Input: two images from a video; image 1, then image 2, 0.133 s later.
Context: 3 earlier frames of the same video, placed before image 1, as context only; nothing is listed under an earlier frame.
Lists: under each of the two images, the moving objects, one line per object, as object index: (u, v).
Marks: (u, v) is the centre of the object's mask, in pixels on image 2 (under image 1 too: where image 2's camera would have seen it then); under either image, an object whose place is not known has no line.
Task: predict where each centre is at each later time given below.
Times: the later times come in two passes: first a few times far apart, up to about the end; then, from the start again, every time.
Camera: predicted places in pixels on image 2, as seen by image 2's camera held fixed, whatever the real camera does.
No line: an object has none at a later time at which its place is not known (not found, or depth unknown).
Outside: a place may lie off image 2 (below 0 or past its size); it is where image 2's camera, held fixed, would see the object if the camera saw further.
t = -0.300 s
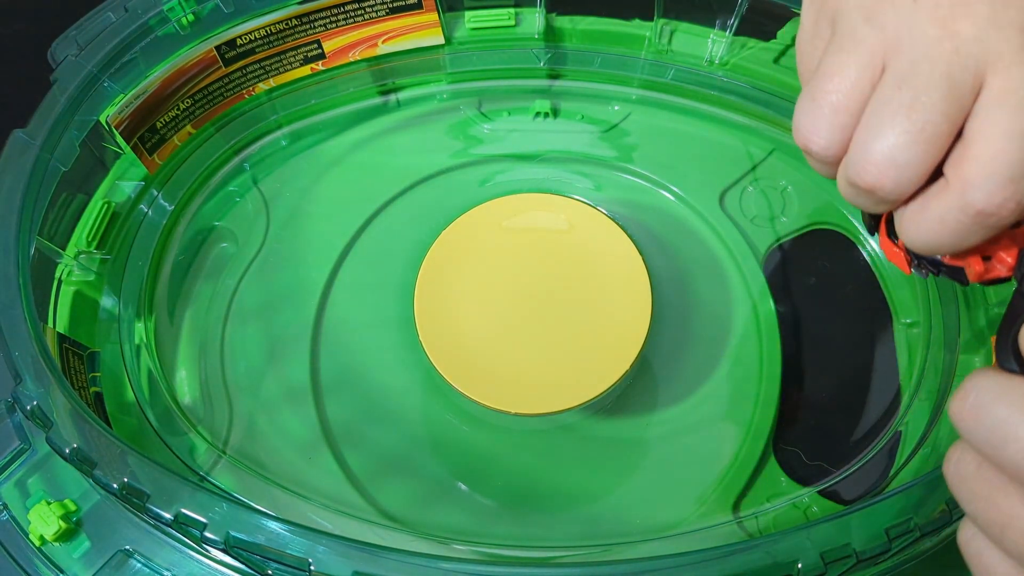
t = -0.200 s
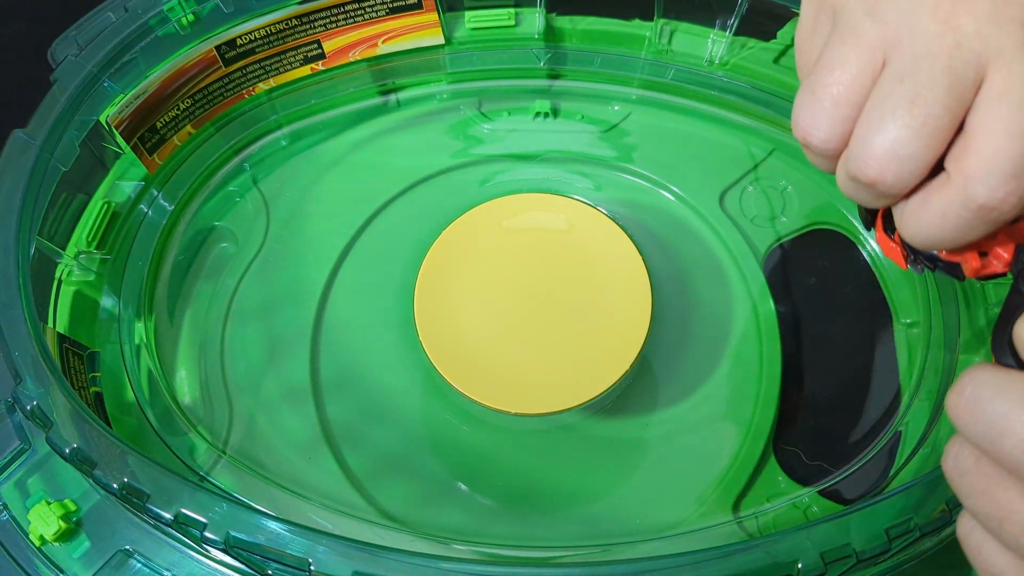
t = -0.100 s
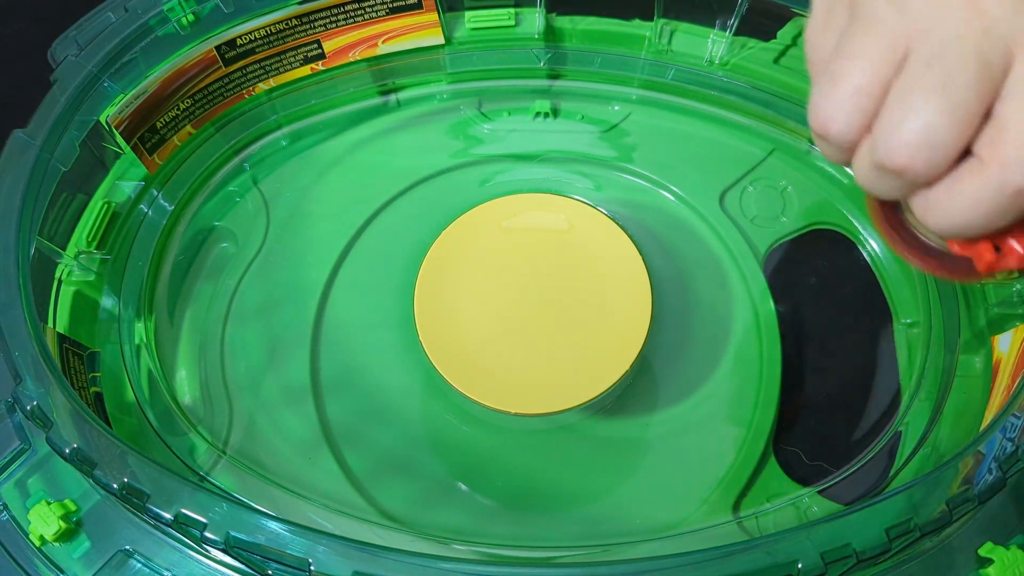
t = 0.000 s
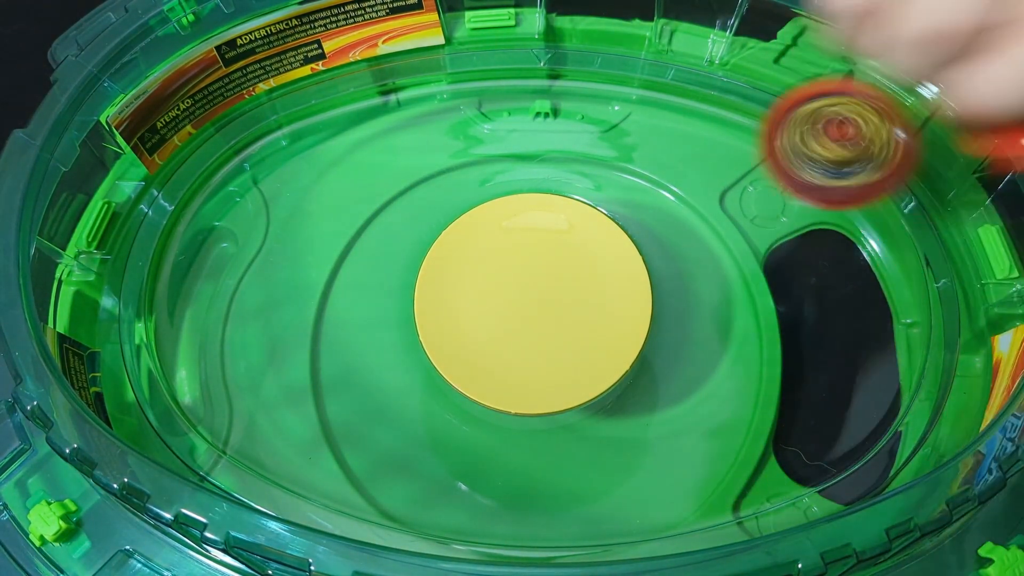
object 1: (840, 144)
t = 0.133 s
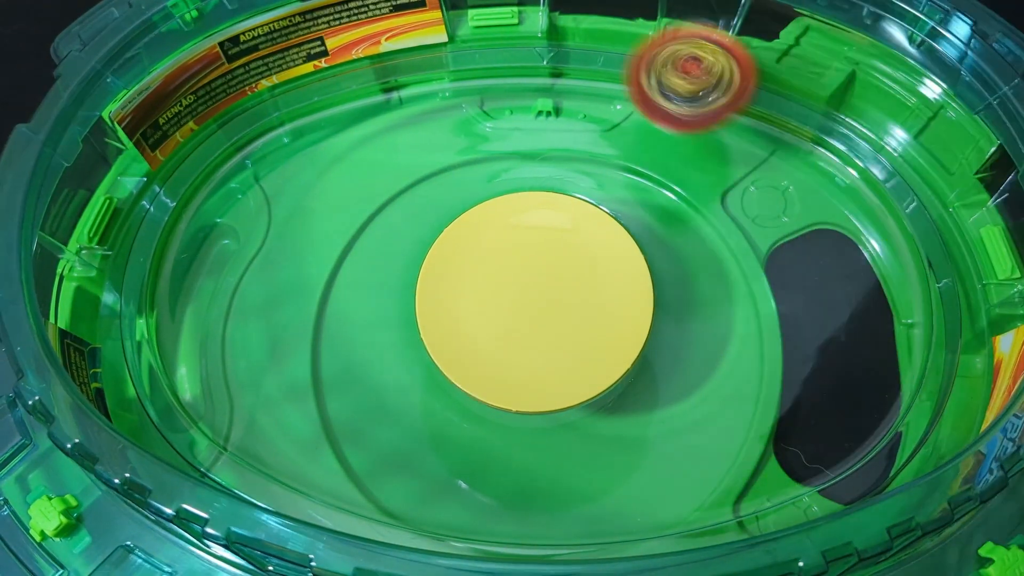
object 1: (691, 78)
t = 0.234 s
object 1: (578, 77)
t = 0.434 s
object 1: (308, 220)
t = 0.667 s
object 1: (227, 410)
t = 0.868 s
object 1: (418, 457)
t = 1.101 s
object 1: (727, 347)
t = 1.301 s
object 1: (768, 156)
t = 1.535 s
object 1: (566, 81)
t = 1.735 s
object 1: (296, 179)
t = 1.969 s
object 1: (158, 341)
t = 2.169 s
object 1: (261, 429)
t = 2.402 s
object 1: (543, 418)
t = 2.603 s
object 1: (752, 234)
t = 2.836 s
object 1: (709, 89)
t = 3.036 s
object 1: (521, 94)
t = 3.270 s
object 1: (288, 202)
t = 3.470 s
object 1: (272, 353)
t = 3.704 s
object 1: (499, 449)
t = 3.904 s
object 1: (776, 321)
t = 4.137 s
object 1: (822, 127)
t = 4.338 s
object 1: (700, 84)
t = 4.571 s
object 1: (500, 102)
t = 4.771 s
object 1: (332, 227)
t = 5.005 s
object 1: (365, 412)
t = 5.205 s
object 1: (597, 450)
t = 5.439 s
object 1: (814, 299)
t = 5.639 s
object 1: (801, 156)
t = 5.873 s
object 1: (668, 75)
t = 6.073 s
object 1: (495, 90)
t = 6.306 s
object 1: (313, 226)
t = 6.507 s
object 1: (330, 382)
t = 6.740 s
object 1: (556, 442)
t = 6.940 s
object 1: (734, 326)
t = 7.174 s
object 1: (735, 177)
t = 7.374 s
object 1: (602, 100)
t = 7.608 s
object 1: (382, 157)
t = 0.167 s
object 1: (656, 67)
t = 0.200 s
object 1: (618, 67)
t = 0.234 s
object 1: (578, 77)
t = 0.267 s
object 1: (538, 89)
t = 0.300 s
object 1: (494, 108)
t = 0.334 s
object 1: (450, 130)
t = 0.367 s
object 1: (402, 156)
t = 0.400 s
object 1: (356, 187)
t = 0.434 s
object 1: (308, 220)
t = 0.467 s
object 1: (264, 257)
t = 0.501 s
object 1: (221, 296)
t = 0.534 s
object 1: (184, 338)
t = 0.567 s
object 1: (163, 369)
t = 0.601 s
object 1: (178, 382)
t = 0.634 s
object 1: (202, 402)
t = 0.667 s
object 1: (227, 410)
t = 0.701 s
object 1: (253, 419)
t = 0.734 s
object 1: (281, 429)
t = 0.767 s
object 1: (310, 438)
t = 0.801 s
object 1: (343, 446)
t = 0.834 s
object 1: (378, 453)
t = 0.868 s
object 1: (418, 457)
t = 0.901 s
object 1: (461, 457)
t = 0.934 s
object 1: (508, 452)
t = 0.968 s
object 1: (558, 442)
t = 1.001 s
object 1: (609, 427)
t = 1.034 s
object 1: (655, 406)
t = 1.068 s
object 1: (696, 378)
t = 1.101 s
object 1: (727, 347)
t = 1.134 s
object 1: (752, 315)
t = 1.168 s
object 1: (770, 283)
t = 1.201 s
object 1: (780, 250)
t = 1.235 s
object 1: (783, 218)
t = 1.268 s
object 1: (778, 186)
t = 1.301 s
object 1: (768, 156)
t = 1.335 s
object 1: (753, 130)
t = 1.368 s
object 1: (733, 106)
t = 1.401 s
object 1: (709, 86)
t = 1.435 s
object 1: (679, 72)
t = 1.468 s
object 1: (645, 72)
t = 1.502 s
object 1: (607, 75)
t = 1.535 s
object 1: (566, 81)
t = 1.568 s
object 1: (524, 91)
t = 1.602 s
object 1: (478, 106)
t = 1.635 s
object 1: (430, 121)
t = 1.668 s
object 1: (382, 139)
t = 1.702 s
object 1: (337, 158)
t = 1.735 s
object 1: (296, 179)
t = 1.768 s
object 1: (258, 202)
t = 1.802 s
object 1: (226, 225)
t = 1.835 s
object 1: (198, 249)
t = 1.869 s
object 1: (177, 273)
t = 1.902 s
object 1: (157, 298)
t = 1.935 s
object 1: (148, 320)
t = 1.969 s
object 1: (158, 341)
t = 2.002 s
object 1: (169, 359)
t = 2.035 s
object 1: (181, 377)
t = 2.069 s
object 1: (196, 393)
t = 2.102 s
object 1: (215, 407)
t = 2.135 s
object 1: (237, 419)
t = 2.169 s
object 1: (261, 429)
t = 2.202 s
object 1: (290, 438)
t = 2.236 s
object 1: (323, 444)
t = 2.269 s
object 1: (359, 446)
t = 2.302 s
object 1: (400, 445)
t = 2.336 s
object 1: (445, 441)
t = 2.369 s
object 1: (493, 431)
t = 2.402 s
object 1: (543, 418)
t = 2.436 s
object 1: (594, 398)
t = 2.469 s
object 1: (639, 371)
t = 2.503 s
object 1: (677, 339)
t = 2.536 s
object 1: (709, 304)
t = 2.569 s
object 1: (733, 269)
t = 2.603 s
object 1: (752, 234)
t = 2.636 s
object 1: (764, 203)
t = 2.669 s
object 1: (770, 168)
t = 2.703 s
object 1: (769, 140)
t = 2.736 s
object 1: (764, 112)
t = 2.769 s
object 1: (754, 91)
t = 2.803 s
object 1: (733, 90)
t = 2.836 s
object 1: (709, 89)
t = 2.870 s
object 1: (683, 87)
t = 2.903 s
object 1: (656, 86)
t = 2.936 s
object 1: (625, 85)
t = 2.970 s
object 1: (594, 85)
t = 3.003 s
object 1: (557, 88)
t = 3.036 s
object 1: (521, 94)
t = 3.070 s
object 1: (480, 102)
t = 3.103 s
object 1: (440, 113)
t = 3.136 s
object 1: (400, 126)
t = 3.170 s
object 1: (366, 142)
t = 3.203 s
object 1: (335, 160)
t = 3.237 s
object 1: (308, 180)
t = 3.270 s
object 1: (288, 202)
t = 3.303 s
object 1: (271, 226)
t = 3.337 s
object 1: (261, 249)
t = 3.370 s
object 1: (256, 275)
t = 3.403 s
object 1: (255, 301)
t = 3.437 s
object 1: (261, 327)
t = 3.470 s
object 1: (272, 353)
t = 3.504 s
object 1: (287, 376)
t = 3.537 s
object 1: (310, 396)
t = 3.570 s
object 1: (336, 416)
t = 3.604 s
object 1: (368, 431)
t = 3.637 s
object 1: (407, 442)
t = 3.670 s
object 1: (452, 449)
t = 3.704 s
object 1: (499, 449)
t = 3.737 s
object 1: (551, 442)
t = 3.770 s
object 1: (607, 429)
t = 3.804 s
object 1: (659, 408)
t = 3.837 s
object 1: (703, 381)
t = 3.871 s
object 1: (742, 352)
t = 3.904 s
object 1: (776, 321)
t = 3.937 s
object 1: (802, 291)
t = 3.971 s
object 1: (818, 262)
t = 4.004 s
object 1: (828, 233)
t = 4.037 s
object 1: (833, 203)
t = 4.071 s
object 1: (833, 174)
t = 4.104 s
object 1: (829, 149)
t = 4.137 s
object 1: (822, 127)
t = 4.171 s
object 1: (807, 116)
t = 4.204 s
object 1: (786, 111)
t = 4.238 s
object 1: (764, 104)
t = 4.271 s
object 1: (743, 96)
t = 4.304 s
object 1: (722, 90)
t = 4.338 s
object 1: (700, 84)
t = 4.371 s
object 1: (677, 79)
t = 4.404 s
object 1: (653, 77)
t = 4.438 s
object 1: (627, 77)
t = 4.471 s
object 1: (599, 79)
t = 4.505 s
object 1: (568, 83)
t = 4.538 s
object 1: (535, 91)
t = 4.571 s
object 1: (500, 102)
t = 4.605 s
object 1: (465, 115)
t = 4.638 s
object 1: (430, 132)
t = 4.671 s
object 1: (399, 152)
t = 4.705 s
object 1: (372, 176)
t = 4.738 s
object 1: (350, 201)
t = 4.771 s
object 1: (332, 227)
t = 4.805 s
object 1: (321, 254)
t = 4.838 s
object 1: (315, 282)
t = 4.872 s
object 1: (314, 310)
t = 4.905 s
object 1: (318, 338)
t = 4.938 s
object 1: (328, 365)
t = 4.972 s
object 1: (344, 389)
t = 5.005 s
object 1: (365, 412)
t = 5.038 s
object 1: (392, 432)
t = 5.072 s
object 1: (424, 448)
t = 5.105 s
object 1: (462, 457)
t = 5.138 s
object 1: (504, 462)
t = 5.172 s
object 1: (550, 459)
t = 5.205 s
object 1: (597, 450)
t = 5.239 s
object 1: (644, 436)
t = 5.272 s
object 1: (685, 417)
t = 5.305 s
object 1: (722, 397)
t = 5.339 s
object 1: (753, 375)
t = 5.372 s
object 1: (779, 350)
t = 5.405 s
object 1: (799, 326)
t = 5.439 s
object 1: (814, 299)
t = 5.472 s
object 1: (822, 275)
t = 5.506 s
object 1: (826, 249)
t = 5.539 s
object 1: (827, 224)
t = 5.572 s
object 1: (821, 199)
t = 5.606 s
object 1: (813, 176)
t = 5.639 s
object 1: (801, 156)
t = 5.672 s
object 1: (787, 138)
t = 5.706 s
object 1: (772, 122)
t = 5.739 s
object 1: (754, 109)
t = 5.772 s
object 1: (735, 97)
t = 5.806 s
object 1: (714, 87)
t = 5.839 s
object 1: (692, 79)
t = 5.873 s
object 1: (668, 75)
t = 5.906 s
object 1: (643, 72)
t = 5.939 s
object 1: (617, 72)
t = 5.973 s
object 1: (593, 73)
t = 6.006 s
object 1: (562, 77)
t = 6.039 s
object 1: (529, 82)
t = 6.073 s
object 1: (495, 90)
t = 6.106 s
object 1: (459, 103)
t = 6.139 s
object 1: (425, 118)
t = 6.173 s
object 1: (395, 135)
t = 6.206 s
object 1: (368, 154)
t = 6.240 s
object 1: (346, 176)
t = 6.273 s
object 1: (327, 201)
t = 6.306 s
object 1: (313, 226)
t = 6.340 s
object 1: (304, 252)
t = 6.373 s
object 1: (300, 279)
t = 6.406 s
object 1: (299, 305)
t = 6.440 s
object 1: (304, 332)
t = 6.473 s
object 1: (314, 358)
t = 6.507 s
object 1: (330, 382)
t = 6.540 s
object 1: (351, 402)
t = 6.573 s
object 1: (374, 420)
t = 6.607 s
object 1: (403, 435)
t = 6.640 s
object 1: (438, 445)
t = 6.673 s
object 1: (475, 449)
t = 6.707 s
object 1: (514, 448)
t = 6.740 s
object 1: (556, 442)
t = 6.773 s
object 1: (599, 429)
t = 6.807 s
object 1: (639, 412)
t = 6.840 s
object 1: (671, 392)
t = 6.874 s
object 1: (697, 371)
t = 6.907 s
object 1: (719, 349)
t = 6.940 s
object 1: (734, 326)
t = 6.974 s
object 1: (746, 306)
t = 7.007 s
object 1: (754, 283)
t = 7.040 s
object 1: (757, 261)
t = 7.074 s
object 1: (757, 239)
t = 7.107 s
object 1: (753, 218)
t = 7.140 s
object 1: (746, 196)
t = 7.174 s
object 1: (735, 177)
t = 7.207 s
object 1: (720, 160)
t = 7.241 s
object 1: (702, 142)
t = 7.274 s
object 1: (683, 128)
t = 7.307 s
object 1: (659, 115)
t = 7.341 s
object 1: (631, 106)
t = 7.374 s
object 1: (602, 100)
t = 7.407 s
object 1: (569, 97)
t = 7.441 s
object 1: (534, 99)
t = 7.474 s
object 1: (501, 104)
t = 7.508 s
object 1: (465, 113)
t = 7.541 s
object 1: (433, 125)
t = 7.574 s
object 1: (406, 139)
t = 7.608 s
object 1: (382, 157)
